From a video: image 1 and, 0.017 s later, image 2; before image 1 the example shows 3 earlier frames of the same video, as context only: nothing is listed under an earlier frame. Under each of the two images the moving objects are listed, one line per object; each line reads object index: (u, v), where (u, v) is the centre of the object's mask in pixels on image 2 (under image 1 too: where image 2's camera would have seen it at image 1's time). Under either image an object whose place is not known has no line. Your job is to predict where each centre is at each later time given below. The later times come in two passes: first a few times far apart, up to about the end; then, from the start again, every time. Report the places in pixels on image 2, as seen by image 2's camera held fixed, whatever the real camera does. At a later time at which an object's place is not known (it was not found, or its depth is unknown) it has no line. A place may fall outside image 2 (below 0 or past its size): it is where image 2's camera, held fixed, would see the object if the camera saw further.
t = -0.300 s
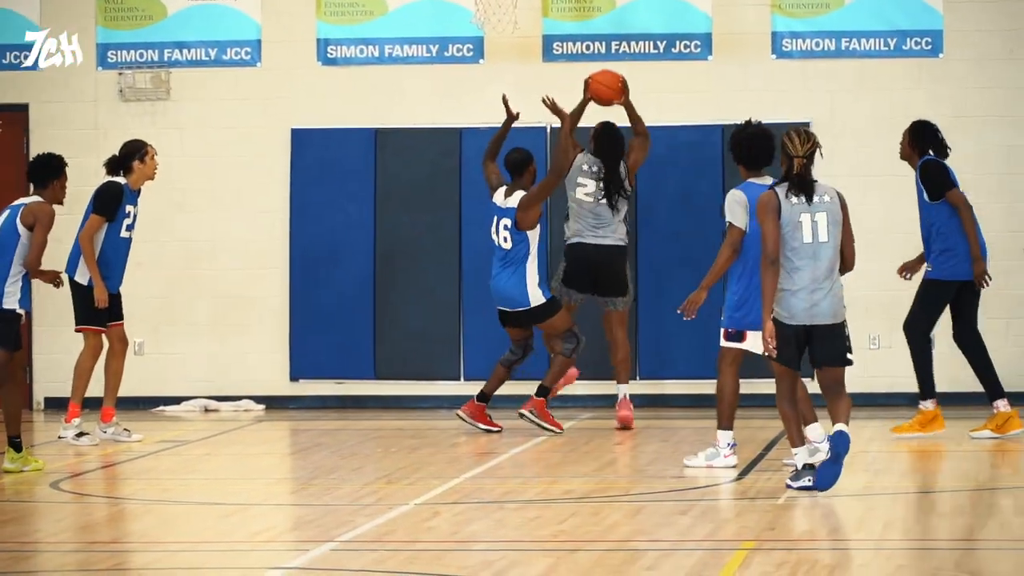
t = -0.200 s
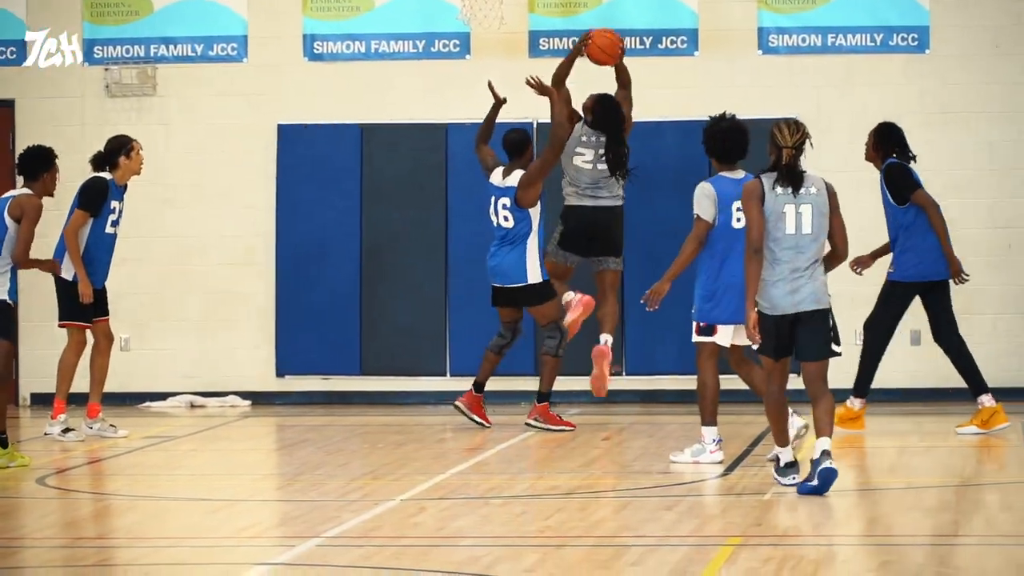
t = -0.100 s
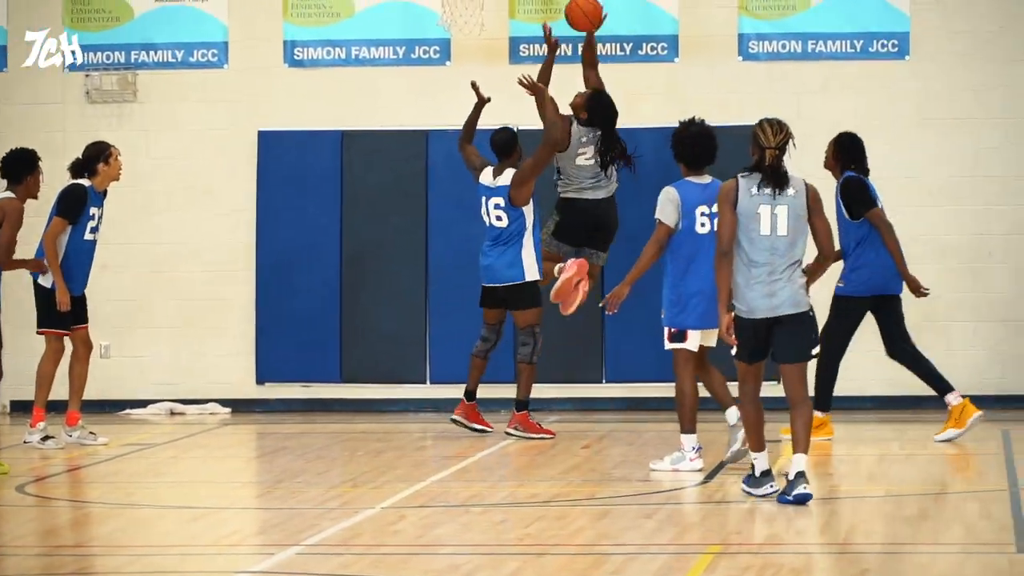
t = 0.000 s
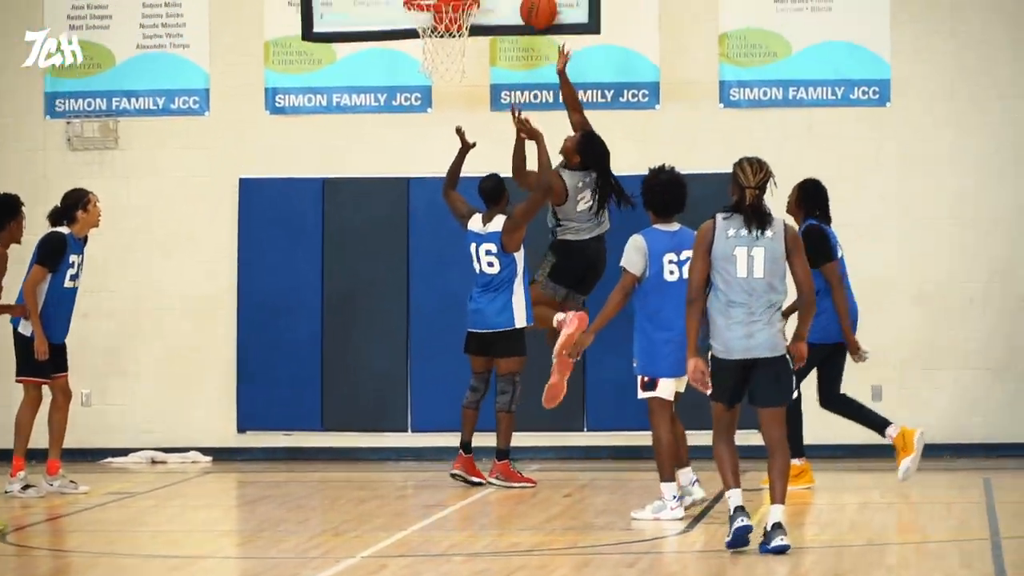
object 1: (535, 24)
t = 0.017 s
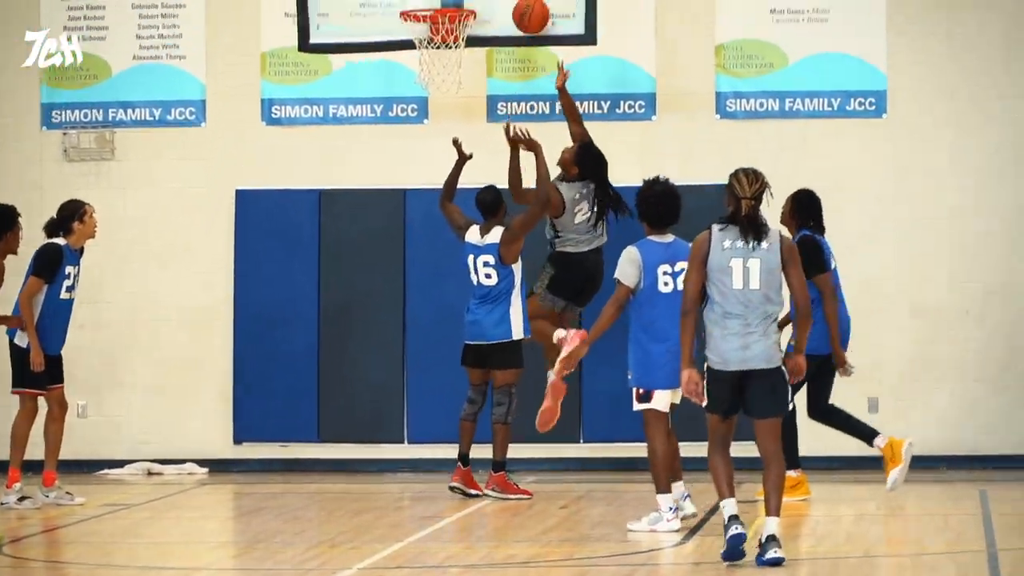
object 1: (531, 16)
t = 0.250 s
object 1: (473, -28)
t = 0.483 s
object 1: (414, 12)
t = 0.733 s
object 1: (454, 119)
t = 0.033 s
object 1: (526, 9)
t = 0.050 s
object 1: (522, 3)
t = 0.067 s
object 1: (518, -2)
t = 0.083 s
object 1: (514, -6)
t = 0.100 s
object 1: (510, -11)
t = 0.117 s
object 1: (506, -14)
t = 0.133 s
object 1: (502, -18)
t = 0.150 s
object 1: (498, -21)
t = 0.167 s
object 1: (494, -23)
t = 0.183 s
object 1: (490, -25)
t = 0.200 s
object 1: (486, -26)
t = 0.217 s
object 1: (482, -28)
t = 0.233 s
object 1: (478, -28)
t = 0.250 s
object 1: (473, -28)
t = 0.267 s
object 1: (469, -28)
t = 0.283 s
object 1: (466, -27)
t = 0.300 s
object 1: (462, -26)
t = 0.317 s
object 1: (458, -24)
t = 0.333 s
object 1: (454, -22)
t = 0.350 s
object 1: (450, -19)
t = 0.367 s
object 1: (446, -16)
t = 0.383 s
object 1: (442, -13)
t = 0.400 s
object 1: (438, -10)
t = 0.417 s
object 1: (434, -7)
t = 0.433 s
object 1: (430, -3)
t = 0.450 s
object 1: (426, 0)
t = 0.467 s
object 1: (421, 3)
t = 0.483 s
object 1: (414, 12)
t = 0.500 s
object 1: (419, 6)
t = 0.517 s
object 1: (423, 9)
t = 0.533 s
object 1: (424, 31)
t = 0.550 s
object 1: (424, 36)
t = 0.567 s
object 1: (428, 42)
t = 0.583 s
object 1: (431, 47)
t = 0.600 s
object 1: (433, 54)
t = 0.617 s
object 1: (437, 60)
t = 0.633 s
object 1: (440, 68)
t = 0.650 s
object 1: (442, 76)
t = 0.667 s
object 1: (444, 84)
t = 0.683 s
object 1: (447, 92)
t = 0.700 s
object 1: (449, 100)
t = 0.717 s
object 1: (451, 109)
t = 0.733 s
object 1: (454, 119)
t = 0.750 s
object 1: (456, 128)
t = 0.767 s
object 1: (458, 139)
